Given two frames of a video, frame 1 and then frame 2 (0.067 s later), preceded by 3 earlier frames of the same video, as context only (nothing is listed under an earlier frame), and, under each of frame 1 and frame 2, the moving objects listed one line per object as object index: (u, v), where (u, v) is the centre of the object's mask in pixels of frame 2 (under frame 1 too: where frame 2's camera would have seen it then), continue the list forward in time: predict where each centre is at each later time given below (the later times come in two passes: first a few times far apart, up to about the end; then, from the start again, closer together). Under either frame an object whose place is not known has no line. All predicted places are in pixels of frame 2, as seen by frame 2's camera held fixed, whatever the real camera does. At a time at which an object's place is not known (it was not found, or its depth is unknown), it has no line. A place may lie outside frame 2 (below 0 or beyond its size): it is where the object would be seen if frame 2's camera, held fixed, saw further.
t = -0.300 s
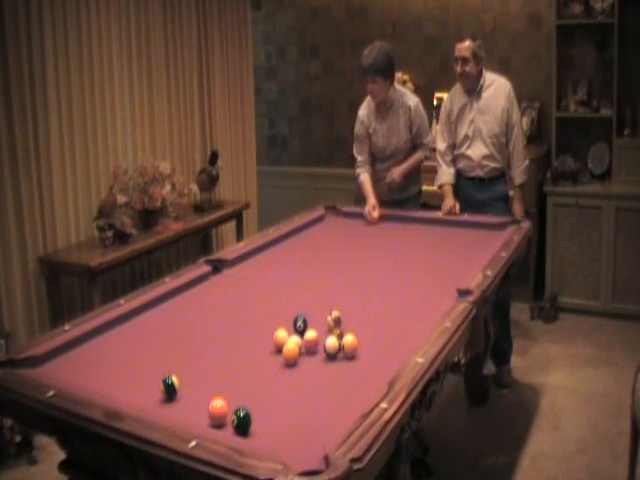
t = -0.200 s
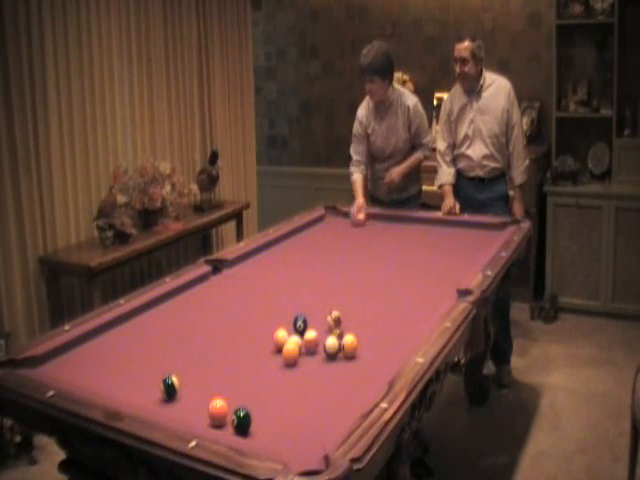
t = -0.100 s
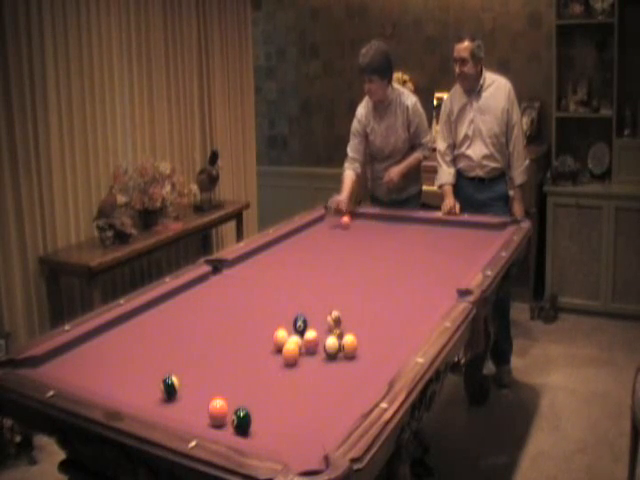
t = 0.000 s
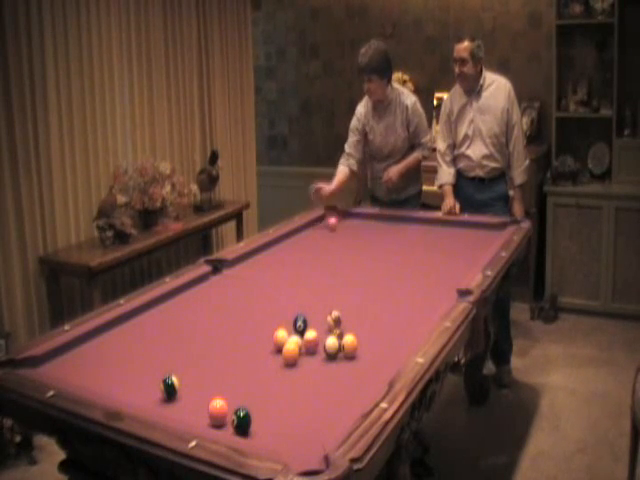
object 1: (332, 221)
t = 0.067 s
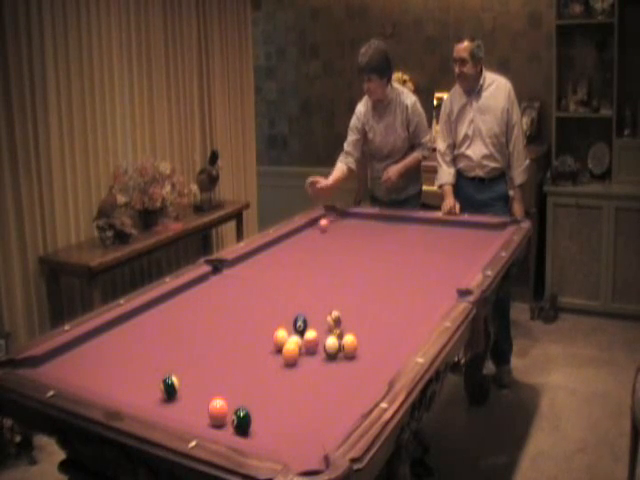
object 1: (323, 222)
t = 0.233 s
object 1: (301, 226)
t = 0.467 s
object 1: (299, 232)
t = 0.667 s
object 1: (298, 237)
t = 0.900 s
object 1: (297, 243)
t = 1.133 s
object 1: (296, 249)
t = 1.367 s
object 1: (295, 255)
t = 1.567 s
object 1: (295, 261)
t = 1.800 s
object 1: (294, 268)
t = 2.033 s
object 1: (294, 275)
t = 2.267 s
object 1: (293, 281)
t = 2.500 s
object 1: (292, 289)
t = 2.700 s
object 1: (291, 295)
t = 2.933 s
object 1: (290, 303)
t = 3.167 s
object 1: (290, 310)
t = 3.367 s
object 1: (288, 316)
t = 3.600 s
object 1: (283, 321)
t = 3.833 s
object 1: (275, 325)
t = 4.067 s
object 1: (270, 331)
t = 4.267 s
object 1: (265, 335)
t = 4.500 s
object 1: (260, 339)
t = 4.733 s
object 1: (255, 340)
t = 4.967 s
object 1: (251, 342)
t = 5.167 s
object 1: (249, 343)
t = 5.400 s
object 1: (246, 344)
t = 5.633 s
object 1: (244, 345)
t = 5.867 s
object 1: (244, 345)
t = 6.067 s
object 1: (243, 345)
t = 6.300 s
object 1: (244, 345)
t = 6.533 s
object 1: (244, 345)
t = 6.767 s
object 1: (244, 345)
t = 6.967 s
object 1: (244, 345)
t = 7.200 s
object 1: (244, 345)
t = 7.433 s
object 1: (244, 345)
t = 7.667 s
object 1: (244, 345)
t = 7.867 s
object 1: (244, 345)
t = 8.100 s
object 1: (244, 345)
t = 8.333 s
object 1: (244, 345)
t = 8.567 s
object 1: (244, 345)
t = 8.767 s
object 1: (244, 345)
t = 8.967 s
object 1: (244, 345)
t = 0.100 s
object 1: (318, 223)
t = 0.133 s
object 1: (314, 224)
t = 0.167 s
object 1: (309, 225)
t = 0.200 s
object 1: (305, 225)
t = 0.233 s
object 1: (301, 226)
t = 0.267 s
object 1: (299, 227)
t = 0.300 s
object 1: (299, 228)
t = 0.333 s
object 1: (299, 228)
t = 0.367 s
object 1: (299, 229)
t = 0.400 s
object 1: (299, 230)
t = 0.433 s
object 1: (299, 231)
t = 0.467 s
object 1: (299, 232)
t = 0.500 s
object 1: (299, 233)
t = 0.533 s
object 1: (298, 233)
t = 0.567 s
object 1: (298, 234)
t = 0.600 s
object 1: (298, 235)
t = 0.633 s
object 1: (298, 236)
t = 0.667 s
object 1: (298, 237)
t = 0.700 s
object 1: (298, 238)
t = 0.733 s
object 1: (297, 239)
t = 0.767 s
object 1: (297, 240)
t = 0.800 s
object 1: (297, 240)
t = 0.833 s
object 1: (297, 241)
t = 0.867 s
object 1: (297, 242)
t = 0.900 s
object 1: (297, 243)
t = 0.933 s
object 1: (296, 244)
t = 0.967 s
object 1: (296, 246)
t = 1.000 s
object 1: (296, 246)
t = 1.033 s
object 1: (296, 247)
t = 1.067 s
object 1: (296, 247)
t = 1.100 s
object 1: (296, 248)
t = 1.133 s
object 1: (296, 249)
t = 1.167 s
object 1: (296, 250)
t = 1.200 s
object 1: (296, 251)
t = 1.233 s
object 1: (296, 251)
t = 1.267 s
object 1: (296, 252)
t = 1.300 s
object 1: (296, 253)
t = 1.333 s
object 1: (296, 255)
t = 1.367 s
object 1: (295, 255)
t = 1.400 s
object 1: (296, 256)
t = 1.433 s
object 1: (295, 257)
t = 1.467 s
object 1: (295, 258)
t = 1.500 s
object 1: (295, 259)
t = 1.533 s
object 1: (295, 260)
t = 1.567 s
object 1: (295, 261)
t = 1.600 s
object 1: (295, 262)
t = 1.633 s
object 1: (295, 263)
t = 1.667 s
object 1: (295, 264)
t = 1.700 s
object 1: (295, 265)
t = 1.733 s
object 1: (295, 266)
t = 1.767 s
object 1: (295, 267)
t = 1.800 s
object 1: (294, 268)
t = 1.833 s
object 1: (294, 269)
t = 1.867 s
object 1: (294, 270)
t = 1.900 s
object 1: (294, 271)
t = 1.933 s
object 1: (294, 272)
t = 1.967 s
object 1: (294, 273)
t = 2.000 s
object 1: (294, 274)
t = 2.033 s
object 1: (294, 275)
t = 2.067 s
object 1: (294, 276)
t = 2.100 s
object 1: (294, 277)
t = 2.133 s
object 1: (293, 278)
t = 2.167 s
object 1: (293, 279)
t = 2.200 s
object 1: (293, 280)
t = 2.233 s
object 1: (293, 281)
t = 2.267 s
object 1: (293, 281)
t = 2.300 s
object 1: (292, 283)
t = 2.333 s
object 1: (292, 284)
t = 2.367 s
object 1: (292, 285)
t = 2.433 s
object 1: (293, 287)
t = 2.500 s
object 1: (292, 289)
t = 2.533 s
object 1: (293, 290)
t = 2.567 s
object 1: (292, 291)
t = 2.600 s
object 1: (292, 292)
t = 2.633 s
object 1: (292, 293)
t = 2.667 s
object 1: (291, 294)
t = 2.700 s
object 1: (291, 295)
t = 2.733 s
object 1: (291, 296)
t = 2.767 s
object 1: (291, 297)
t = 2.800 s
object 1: (291, 298)
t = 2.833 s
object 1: (290, 300)
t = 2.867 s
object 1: (291, 300)
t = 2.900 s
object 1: (291, 302)
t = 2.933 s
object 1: (290, 303)
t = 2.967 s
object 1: (290, 303)
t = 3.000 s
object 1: (290, 304)
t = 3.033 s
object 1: (290, 305)
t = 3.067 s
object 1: (290, 306)
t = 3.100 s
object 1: (290, 307)
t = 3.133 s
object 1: (290, 309)
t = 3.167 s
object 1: (290, 310)
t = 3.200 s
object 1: (289, 310)
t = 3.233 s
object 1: (289, 312)
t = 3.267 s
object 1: (289, 312)
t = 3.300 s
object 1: (289, 314)
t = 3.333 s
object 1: (288, 315)
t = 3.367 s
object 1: (288, 316)
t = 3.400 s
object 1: (287, 317)
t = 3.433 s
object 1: (287, 318)
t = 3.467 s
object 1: (286, 319)
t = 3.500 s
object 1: (286, 319)
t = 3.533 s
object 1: (284, 320)
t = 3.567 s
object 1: (283, 321)
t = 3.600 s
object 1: (283, 321)
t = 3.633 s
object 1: (282, 322)
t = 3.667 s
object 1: (281, 322)
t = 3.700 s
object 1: (281, 322)
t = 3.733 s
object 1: (280, 323)
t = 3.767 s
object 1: (278, 323)
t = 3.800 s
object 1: (277, 324)
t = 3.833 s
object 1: (275, 325)
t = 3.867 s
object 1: (275, 326)
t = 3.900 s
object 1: (274, 327)
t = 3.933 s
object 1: (273, 327)
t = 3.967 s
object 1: (273, 327)
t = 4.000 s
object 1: (272, 329)
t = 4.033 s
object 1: (271, 330)
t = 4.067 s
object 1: (270, 331)
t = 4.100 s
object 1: (269, 332)
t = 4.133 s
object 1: (268, 332)
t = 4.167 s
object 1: (268, 333)
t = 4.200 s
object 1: (267, 334)
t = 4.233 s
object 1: (266, 335)
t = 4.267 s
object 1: (265, 335)
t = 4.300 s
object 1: (265, 335)
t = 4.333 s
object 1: (264, 336)
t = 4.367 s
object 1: (263, 336)
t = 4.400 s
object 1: (262, 337)
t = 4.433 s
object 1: (261, 337)
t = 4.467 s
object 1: (260, 338)
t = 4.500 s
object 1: (260, 339)
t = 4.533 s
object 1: (259, 339)
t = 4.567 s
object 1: (258, 339)
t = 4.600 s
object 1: (258, 339)
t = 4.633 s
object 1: (257, 340)
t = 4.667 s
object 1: (256, 340)
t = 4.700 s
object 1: (256, 340)
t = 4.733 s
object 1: (255, 340)
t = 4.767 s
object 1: (255, 341)
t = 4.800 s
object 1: (254, 341)
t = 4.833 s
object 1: (253, 341)
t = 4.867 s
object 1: (253, 341)
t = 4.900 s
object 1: (252, 341)
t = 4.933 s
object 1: (252, 342)
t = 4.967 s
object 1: (251, 342)
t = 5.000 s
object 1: (251, 342)
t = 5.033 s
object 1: (251, 342)
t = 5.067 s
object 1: (250, 342)
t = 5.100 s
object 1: (250, 342)
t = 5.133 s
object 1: (249, 343)
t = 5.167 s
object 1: (249, 343)
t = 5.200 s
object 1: (248, 343)
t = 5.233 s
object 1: (248, 343)
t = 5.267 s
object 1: (248, 343)
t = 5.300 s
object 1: (247, 343)
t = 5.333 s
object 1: (247, 343)
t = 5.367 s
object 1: (247, 344)
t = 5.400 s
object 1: (246, 344)
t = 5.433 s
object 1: (246, 344)
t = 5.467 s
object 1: (245, 344)
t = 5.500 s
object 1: (245, 344)
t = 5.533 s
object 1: (245, 344)
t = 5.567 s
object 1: (245, 344)
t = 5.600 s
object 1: (244, 344)
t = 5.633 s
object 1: (244, 345)
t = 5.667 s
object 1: (244, 345)
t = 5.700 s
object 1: (244, 345)
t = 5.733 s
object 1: (244, 345)
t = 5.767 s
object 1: (244, 345)
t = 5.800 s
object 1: (244, 345)
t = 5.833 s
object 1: (244, 345)
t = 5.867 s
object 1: (244, 345)
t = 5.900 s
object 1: (243, 345)
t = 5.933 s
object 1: (243, 345)
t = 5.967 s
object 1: (243, 345)
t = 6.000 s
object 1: (243, 345)
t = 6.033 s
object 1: (243, 345)
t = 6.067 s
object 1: (243, 345)
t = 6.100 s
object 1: (243, 345)
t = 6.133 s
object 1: (243, 345)
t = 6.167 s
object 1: (244, 345)
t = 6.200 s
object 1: (244, 345)
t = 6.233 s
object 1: (244, 345)
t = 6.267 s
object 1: (244, 345)
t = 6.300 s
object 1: (244, 345)
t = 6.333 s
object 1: (244, 345)
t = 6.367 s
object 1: (244, 345)
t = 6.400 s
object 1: (244, 345)
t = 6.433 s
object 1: (244, 345)
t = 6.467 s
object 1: (244, 345)
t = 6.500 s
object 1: (244, 345)
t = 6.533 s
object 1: (244, 345)
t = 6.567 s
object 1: (244, 345)
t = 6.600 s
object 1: (244, 345)
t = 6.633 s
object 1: (244, 345)
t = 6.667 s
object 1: (244, 345)
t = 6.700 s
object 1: (244, 345)
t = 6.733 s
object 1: (244, 345)
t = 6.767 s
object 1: (244, 345)
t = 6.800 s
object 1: (244, 345)
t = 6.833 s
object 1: (244, 345)
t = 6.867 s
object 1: (244, 345)
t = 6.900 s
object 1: (244, 345)
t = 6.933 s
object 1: (243, 345)
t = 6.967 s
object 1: (244, 345)
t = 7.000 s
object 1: (244, 345)
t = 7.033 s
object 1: (244, 345)
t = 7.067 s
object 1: (244, 345)
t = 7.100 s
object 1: (244, 345)
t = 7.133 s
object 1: (244, 345)
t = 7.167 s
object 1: (244, 345)
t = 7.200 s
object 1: (244, 345)
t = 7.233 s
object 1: (244, 345)
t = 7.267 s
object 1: (244, 345)
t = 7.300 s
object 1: (244, 345)
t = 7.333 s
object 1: (244, 345)
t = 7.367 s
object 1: (244, 345)
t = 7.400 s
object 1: (244, 345)
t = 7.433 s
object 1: (244, 345)
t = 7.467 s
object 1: (244, 345)
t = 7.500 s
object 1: (244, 345)
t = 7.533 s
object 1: (244, 345)
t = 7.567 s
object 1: (244, 345)
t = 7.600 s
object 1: (244, 345)
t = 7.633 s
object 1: (244, 345)
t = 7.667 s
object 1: (244, 345)
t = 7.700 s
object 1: (244, 345)
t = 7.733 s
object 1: (244, 345)
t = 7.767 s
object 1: (244, 345)
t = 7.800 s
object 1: (244, 345)
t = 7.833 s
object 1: (244, 345)
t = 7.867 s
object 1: (244, 345)
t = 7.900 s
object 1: (244, 345)
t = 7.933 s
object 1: (244, 345)
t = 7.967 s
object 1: (244, 345)
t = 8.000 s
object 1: (244, 345)
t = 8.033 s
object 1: (244, 345)
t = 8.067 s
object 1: (244, 345)
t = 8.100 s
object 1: (244, 345)
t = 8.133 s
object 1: (244, 345)
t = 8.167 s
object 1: (244, 345)
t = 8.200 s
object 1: (244, 345)
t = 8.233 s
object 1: (244, 345)
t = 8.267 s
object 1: (244, 345)
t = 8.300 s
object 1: (244, 345)
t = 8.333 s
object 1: (244, 345)
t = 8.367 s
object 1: (244, 346)
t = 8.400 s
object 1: (244, 346)
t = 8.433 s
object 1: (244, 346)
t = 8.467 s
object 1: (244, 346)
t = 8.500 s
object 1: (244, 346)
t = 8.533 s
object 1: (244, 345)
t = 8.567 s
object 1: (244, 345)
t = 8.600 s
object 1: (244, 345)
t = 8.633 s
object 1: (244, 345)
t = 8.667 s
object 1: (244, 345)
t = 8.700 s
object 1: (244, 345)
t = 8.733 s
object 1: (244, 345)
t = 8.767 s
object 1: (244, 345)
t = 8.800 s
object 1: (244, 345)
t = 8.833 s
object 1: (244, 345)
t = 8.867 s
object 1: (244, 345)
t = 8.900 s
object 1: (244, 345)
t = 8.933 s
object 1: (244, 345)
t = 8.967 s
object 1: (244, 345)
